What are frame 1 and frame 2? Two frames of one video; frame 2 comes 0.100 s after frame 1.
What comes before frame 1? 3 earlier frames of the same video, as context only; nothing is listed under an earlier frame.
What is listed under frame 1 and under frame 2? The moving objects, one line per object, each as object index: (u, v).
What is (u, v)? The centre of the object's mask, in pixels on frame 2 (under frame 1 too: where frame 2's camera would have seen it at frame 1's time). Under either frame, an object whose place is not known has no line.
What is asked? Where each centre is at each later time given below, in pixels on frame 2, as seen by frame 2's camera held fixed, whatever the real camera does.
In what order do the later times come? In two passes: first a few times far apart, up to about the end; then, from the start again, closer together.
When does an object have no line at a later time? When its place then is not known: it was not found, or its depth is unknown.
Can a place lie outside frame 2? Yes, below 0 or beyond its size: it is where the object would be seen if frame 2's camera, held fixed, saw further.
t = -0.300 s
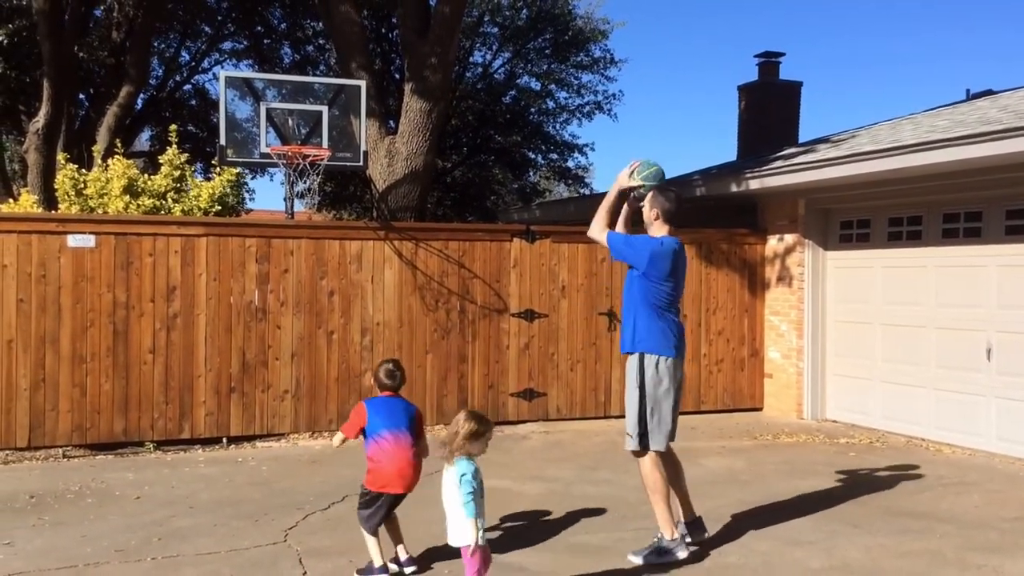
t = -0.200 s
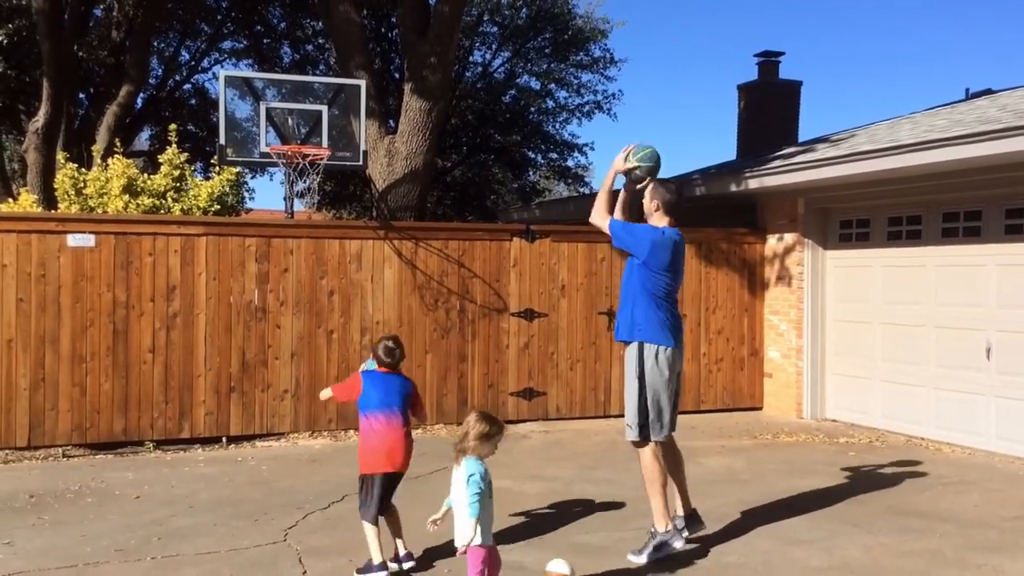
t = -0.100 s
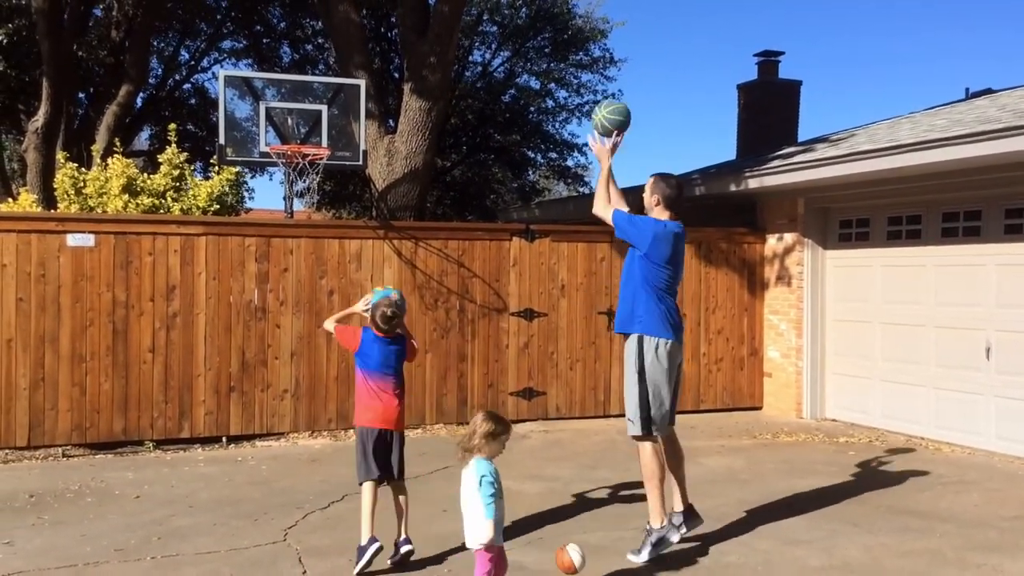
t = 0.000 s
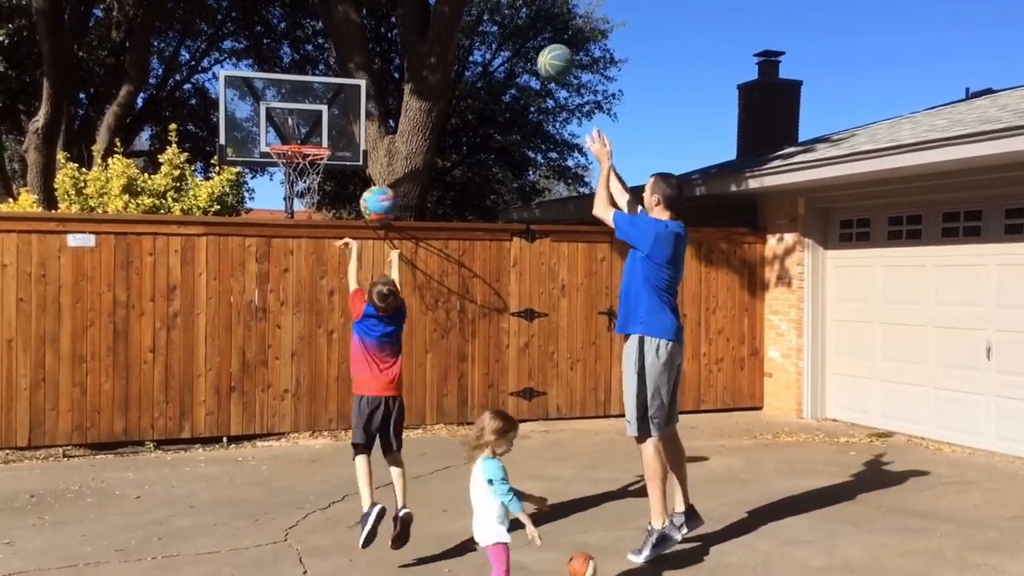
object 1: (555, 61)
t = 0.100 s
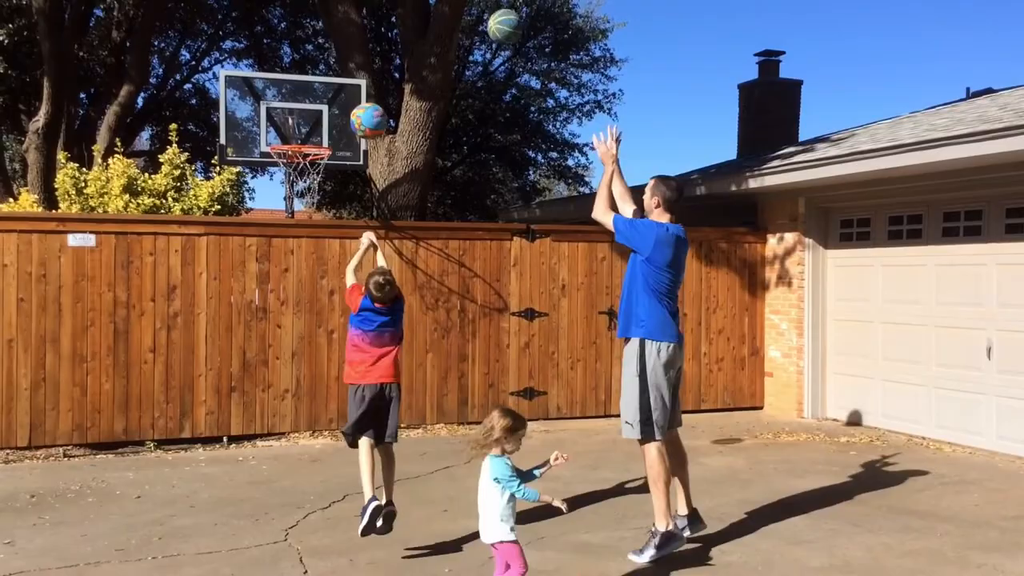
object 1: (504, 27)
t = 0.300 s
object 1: (416, 10)
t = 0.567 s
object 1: (316, 59)
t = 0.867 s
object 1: (237, 182)
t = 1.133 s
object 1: (200, 360)
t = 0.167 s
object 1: (472, 15)
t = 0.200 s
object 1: (459, 12)
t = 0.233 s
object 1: (444, 11)
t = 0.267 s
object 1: (428, 10)
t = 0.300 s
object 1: (416, 10)
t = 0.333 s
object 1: (402, 11)
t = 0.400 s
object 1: (376, 17)
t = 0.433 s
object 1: (364, 23)
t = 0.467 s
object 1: (352, 30)
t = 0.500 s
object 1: (339, 38)
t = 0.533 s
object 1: (327, 48)
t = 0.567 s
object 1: (316, 59)
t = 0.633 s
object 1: (291, 81)
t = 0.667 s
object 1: (280, 95)
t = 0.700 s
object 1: (272, 113)
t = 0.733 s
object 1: (261, 127)
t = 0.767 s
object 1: (252, 144)
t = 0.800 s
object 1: (245, 156)
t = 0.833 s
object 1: (240, 168)
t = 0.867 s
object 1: (237, 182)
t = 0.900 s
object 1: (234, 200)
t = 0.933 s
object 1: (228, 217)
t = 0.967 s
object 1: (224, 236)
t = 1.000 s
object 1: (220, 258)
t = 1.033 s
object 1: (215, 280)
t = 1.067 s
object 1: (211, 304)
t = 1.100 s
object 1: (206, 331)
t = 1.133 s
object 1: (200, 360)
